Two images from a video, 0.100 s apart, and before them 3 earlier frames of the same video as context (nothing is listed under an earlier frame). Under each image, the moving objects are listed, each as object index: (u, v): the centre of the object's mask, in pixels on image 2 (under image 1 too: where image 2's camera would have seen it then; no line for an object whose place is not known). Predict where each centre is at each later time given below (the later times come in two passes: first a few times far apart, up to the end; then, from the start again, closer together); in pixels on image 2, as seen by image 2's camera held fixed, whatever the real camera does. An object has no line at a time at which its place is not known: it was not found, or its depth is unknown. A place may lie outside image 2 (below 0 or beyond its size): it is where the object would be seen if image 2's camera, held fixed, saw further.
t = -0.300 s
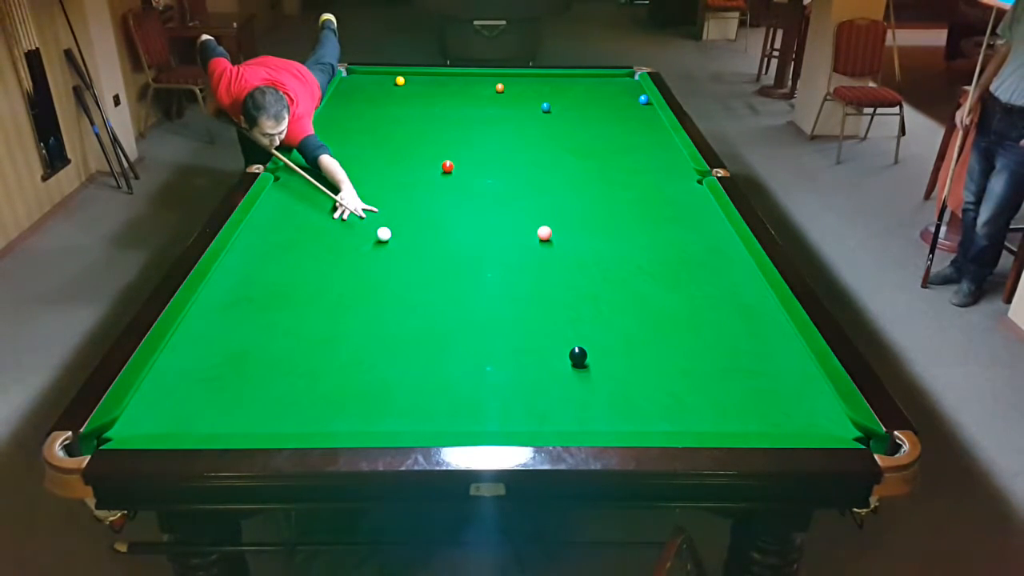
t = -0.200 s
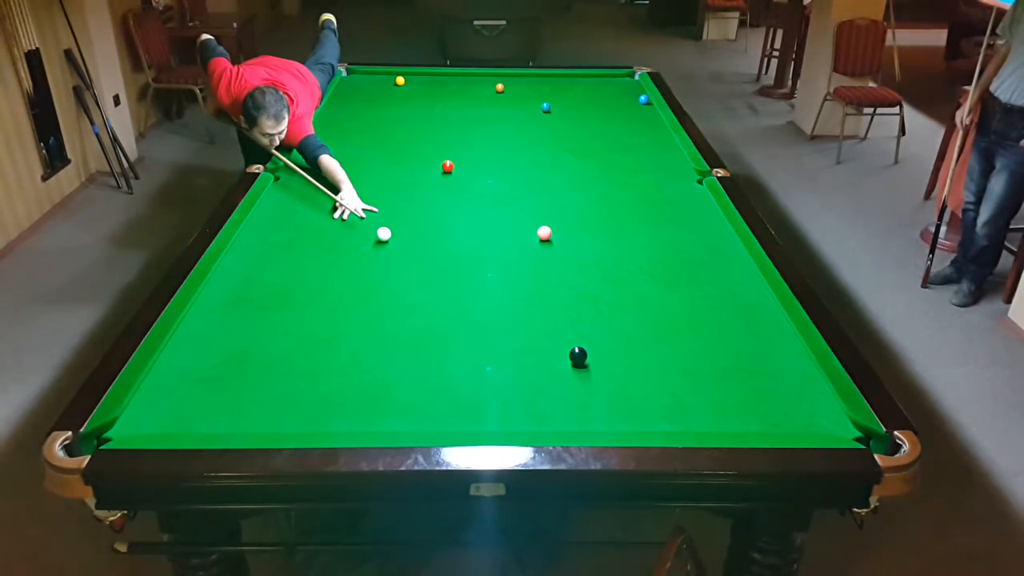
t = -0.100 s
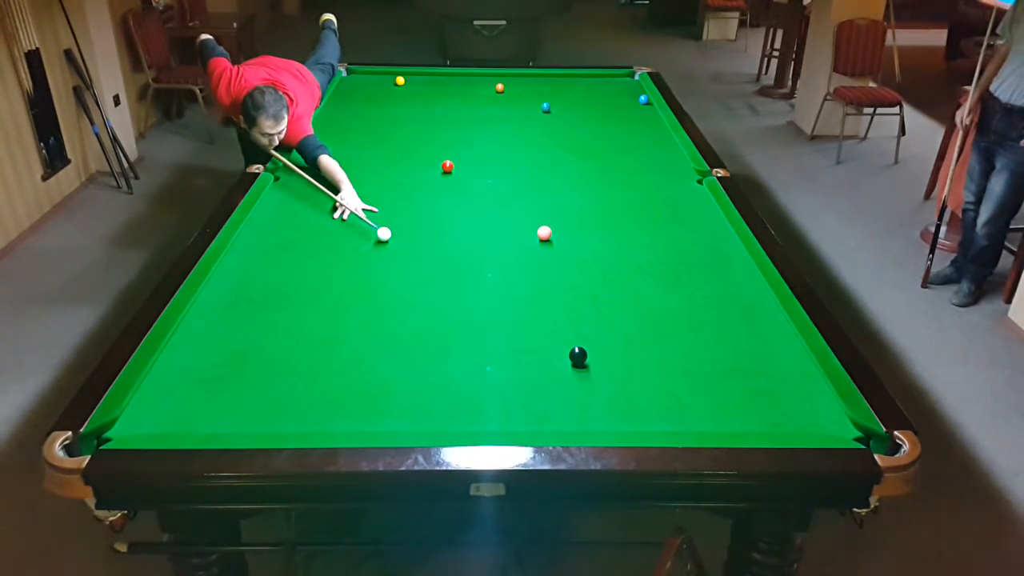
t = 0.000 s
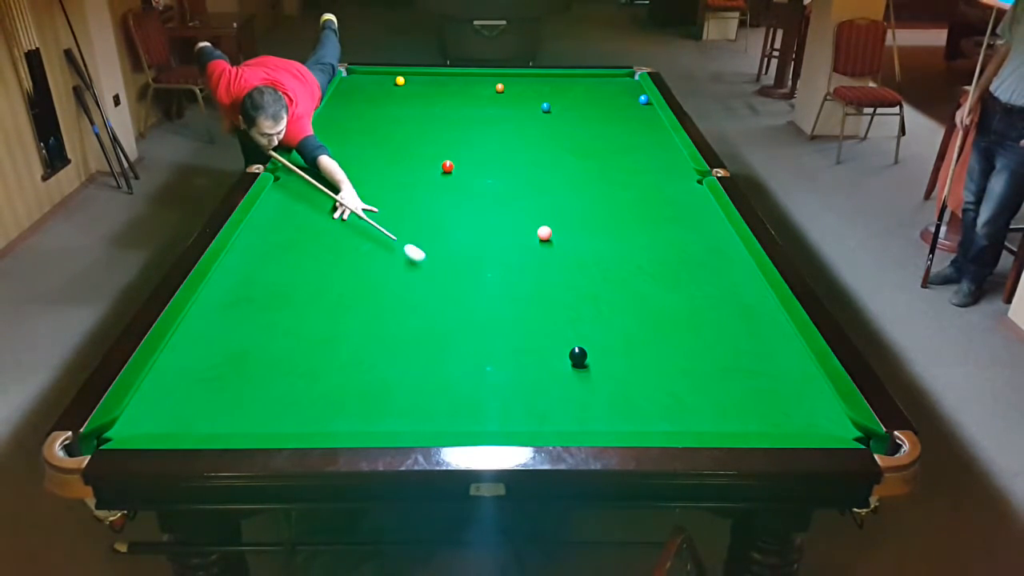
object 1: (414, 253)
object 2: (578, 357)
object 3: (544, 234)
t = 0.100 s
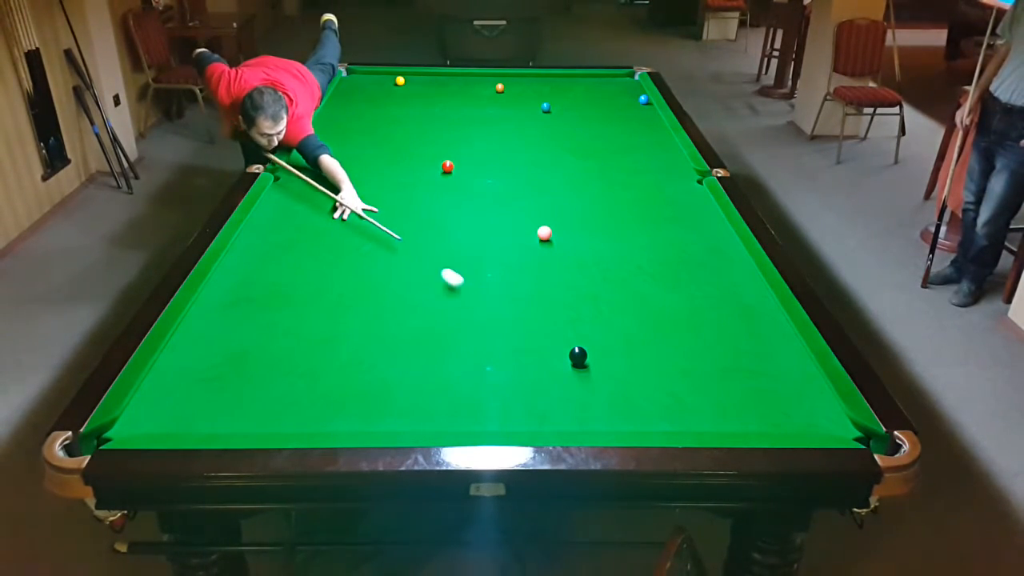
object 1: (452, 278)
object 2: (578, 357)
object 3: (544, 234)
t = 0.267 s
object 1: (520, 323)
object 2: (578, 357)
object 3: (544, 233)
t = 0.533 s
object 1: (554, 386)
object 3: (544, 233)
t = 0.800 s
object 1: (561, 409)
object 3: (544, 233)
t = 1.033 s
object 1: (560, 373)
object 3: (544, 233)
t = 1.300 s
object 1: (559, 338)
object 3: (544, 233)
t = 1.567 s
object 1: (558, 309)
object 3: (544, 233)
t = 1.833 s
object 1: (557, 285)
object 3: (544, 233)
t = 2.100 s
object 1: (557, 265)
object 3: (544, 233)
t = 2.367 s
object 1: (556, 248)
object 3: (544, 234)
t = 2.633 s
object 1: (560, 234)
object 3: (541, 232)
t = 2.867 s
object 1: (569, 225)
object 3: (533, 229)
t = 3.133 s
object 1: (578, 216)
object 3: (526, 227)
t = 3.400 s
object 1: (586, 208)
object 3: (520, 225)
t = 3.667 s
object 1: (593, 202)
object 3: (517, 224)
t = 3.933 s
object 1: (600, 196)
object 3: (515, 223)
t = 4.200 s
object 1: (605, 191)
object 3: (514, 223)
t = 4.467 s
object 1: (610, 187)
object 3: (514, 223)
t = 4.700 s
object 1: (613, 185)
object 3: (514, 223)
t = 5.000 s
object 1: (616, 181)
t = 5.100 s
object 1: (618, 181)
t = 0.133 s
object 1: (464, 286)
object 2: (578, 357)
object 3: (544, 234)
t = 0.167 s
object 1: (478, 295)
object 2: (578, 357)
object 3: (544, 234)
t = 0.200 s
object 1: (491, 304)
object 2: (578, 357)
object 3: (544, 234)
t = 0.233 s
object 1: (505, 313)
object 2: (578, 357)
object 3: (544, 234)
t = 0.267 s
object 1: (520, 323)
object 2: (578, 357)
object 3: (544, 233)
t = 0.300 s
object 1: (536, 333)
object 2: (578, 357)
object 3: (544, 234)
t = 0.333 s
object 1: (551, 343)
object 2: (578, 357)
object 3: (544, 234)
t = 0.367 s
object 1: (558, 353)
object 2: (589, 359)
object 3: (544, 234)
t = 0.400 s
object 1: (556, 358)
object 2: (608, 364)
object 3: (544, 233)
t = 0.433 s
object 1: (554, 365)
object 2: (626, 369)
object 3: (544, 233)
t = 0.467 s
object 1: (553, 371)
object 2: (644, 374)
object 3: (544, 233)
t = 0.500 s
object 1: (553, 378)
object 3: (544, 234)
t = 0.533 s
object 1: (554, 386)
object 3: (544, 233)
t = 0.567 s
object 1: (556, 394)
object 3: (544, 233)
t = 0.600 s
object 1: (557, 402)
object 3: (544, 233)
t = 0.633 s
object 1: (558, 410)
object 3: (544, 233)
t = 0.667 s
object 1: (560, 417)
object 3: (544, 233)
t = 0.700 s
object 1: (561, 422)
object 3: (544, 233)
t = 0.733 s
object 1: (561, 420)
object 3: (544, 233)
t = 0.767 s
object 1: (561, 415)
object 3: (544, 233)
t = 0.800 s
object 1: (561, 409)
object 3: (544, 233)
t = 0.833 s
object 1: (561, 404)
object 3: (544, 233)
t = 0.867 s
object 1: (561, 398)
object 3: (544, 233)
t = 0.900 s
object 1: (561, 393)
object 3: (544, 233)
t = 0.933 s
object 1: (560, 388)
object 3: (544, 233)
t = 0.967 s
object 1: (560, 382)
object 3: (544, 233)
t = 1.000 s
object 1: (560, 377)
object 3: (544, 233)
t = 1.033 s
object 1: (560, 373)
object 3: (544, 233)
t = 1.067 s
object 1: (560, 368)
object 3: (544, 233)
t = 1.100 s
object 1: (560, 364)
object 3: (544, 233)
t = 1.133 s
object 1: (560, 359)
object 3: (544, 233)
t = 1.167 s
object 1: (559, 355)
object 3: (544, 233)
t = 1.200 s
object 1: (559, 350)
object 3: (544, 233)
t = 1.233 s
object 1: (559, 346)
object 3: (544, 233)
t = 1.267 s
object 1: (559, 342)
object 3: (544, 233)
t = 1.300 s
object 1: (559, 338)
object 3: (544, 233)
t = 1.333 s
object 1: (559, 334)
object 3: (544, 233)
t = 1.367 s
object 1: (559, 330)
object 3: (544, 233)
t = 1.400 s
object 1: (559, 327)
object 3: (544, 233)
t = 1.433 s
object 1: (559, 323)
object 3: (544, 233)
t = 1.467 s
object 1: (558, 320)
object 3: (544, 233)
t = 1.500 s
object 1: (558, 316)
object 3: (544, 233)
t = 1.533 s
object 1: (558, 313)
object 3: (544, 233)
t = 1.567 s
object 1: (558, 309)
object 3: (544, 233)
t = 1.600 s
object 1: (558, 306)
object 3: (544, 233)
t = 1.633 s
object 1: (558, 303)
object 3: (544, 233)
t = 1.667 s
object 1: (558, 300)
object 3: (544, 233)
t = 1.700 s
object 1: (558, 297)
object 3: (544, 233)
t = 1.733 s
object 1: (558, 294)
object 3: (544, 233)
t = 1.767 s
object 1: (558, 291)
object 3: (544, 233)
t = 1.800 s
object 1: (557, 288)
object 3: (544, 233)
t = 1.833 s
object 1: (557, 285)
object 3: (544, 233)
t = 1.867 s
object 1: (557, 283)
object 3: (544, 233)
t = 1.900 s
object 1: (557, 280)
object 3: (544, 233)
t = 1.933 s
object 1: (557, 277)
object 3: (544, 233)
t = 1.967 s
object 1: (557, 275)
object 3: (544, 233)
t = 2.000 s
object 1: (557, 272)
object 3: (544, 233)
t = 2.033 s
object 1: (557, 270)
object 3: (544, 233)
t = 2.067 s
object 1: (557, 267)
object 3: (544, 233)
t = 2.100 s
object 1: (557, 265)
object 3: (544, 233)
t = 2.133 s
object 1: (557, 263)
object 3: (544, 234)
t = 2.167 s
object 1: (557, 260)
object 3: (544, 234)
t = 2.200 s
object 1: (557, 258)
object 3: (544, 233)
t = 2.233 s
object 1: (557, 256)
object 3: (544, 234)
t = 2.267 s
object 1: (557, 254)
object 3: (544, 233)
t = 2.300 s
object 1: (557, 252)
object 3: (544, 234)
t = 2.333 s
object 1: (557, 250)
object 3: (544, 234)
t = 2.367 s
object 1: (556, 248)
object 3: (544, 234)
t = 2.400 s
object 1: (557, 245)
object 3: (544, 234)
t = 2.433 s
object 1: (556, 243)
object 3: (544, 233)
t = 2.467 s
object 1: (556, 242)
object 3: (544, 233)
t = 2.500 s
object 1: (556, 240)
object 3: (544, 233)
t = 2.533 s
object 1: (556, 238)
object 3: (543, 233)
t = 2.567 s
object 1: (557, 236)
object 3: (543, 233)
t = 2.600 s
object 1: (558, 235)
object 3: (542, 233)
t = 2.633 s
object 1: (560, 234)
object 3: (541, 232)
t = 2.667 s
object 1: (561, 232)
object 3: (540, 232)
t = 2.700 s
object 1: (563, 231)
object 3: (538, 231)
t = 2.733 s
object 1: (564, 230)
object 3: (537, 231)
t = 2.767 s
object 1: (565, 228)
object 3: (536, 230)
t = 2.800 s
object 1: (566, 227)
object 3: (535, 230)
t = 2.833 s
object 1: (568, 226)
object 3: (534, 230)
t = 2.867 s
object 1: (569, 225)
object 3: (533, 229)
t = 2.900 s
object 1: (570, 224)
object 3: (532, 229)
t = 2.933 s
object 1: (571, 222)
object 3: (531, 229)
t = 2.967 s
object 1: (572, 221)
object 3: (530, 228)
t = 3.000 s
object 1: (573, 220)
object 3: (529, 228)
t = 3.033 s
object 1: (575, 219)
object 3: (528, 228)
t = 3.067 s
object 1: (576, 218)
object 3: (527, 228)
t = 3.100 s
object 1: (577, 217)
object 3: (527, 227)
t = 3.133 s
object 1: (578, 216)
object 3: (526, 227)
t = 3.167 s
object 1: (579, 215)
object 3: (525, 227)
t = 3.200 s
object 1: (580, 214)
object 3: (524, 227)
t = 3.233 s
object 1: (581, 213)
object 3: (523, 226)
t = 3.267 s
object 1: (582, 212)
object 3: (523, 226)
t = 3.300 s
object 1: (583, 211)
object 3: (522, 226)
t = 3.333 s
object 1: (584, 210)
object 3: (522, 225)
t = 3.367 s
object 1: (585, 209)
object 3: (521, 225)
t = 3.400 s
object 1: (586, 208)
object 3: (520, 225)
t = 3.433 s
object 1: (587, 207)
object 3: (520, 225)
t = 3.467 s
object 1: (588, 207)
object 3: (519, 225)
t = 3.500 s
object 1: (589, 206)
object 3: (519, 225)
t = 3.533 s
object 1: (590, 205)
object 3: (518, 224)
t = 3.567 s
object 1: (591, 204)
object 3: (518, 224)
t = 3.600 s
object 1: (591, 203)
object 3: (518, 224)
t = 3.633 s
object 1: (592, 203)
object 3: (517, 224)
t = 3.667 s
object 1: (593, 202)
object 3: (517, 224)
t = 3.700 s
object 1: (594, 201)
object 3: (516, 224)
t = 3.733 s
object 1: (595, 200)
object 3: (516, 223)
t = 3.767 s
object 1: (596, 199)
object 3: (516, 223)
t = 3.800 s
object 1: (596, 199)
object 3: (515, 223)
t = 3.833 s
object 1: (597, 198)
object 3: (515, 223)
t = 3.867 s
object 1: (598, 197)
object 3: (515, 223)
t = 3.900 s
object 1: (599, 197)
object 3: (515, 223)
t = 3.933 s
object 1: (600, 196)
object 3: (515, 223)
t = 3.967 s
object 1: (600, 195)
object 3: (514, 223)
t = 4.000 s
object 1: (601, 195)
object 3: (514, 223)
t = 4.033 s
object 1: (601, 194)
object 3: (514, 223)
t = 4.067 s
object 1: (602, 194)
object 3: (514, 223)
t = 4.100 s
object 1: (603, 193)
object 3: (514, 223)
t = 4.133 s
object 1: (604, 192)
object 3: (514, 223)
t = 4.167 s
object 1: (604, 192)
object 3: (514, 223)
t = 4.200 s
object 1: (605, 191)
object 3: (514, 223)
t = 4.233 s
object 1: (606, 191)
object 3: (514, 223)
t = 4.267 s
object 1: (606, 190)
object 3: (514, 223)
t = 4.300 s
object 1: (607, 190)
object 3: (514, 223)
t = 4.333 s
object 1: (607, 189)
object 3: (514, 223)
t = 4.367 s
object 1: (608, 189)
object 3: (514, 223)
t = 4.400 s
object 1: (609, 188)
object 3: (514, 223)
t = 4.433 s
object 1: (609, 188)
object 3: (514, 223)
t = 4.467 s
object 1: (610, 187)
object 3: (514, 223)
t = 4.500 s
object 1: (610, 187)
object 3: (514, 223)
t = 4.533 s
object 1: (611, 187)
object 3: (514, 223)
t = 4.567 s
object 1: (611, 186)
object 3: (514, 223)
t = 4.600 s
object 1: (612, 186)
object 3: (514, 223)
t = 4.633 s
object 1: (612, 185)
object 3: (514, 223)
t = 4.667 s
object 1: (613, 185)
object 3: (514, 223)
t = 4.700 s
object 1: (613, 185)
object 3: (514, 223)
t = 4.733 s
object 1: (614, 184)
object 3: (514, 223)
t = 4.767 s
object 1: (614, 184)
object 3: (514, 223)
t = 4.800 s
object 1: (614, 184)
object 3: (514, 223)
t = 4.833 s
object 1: (615, 183)
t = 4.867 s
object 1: (615, 183)
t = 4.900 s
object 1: (616, 183)
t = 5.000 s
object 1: (616, 181)
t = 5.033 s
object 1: (617, 182)
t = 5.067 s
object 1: (618, 182)
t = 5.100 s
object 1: (618, 181)
